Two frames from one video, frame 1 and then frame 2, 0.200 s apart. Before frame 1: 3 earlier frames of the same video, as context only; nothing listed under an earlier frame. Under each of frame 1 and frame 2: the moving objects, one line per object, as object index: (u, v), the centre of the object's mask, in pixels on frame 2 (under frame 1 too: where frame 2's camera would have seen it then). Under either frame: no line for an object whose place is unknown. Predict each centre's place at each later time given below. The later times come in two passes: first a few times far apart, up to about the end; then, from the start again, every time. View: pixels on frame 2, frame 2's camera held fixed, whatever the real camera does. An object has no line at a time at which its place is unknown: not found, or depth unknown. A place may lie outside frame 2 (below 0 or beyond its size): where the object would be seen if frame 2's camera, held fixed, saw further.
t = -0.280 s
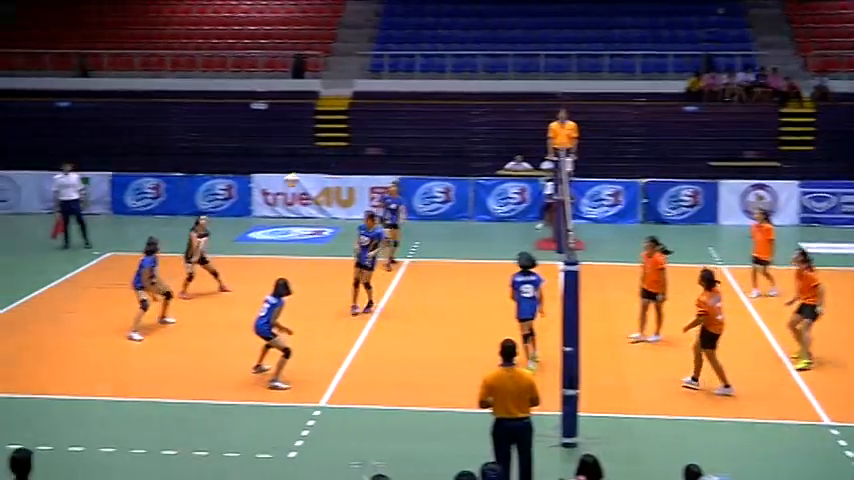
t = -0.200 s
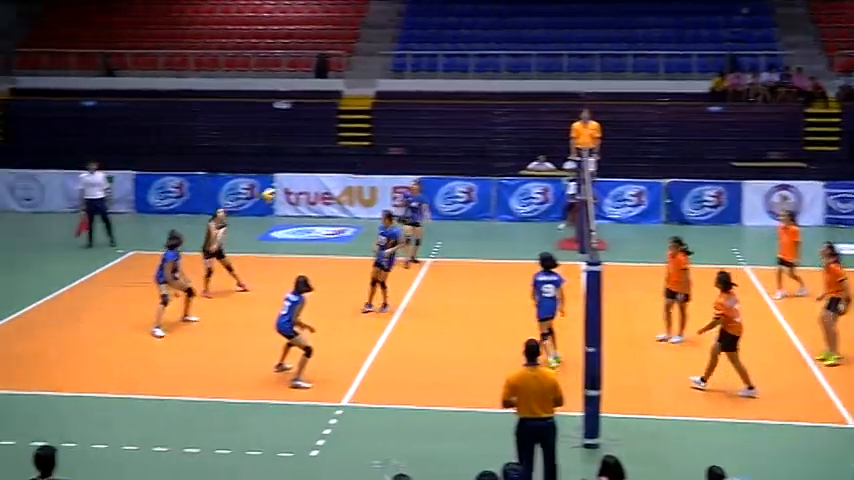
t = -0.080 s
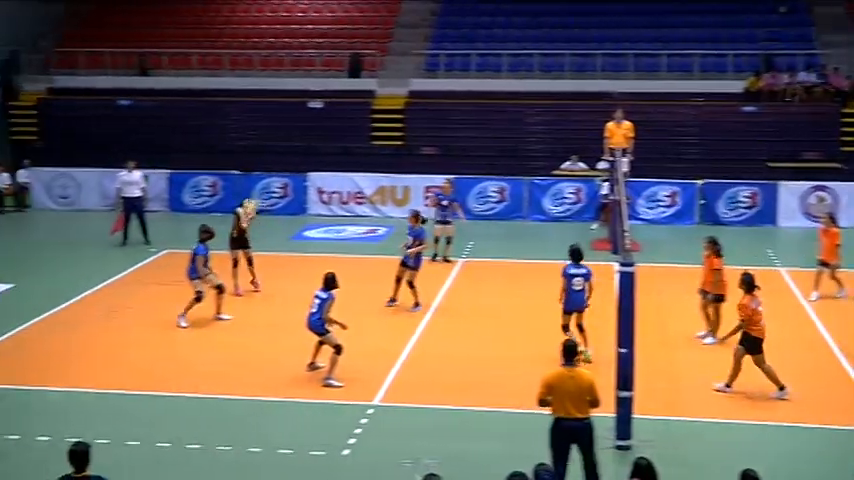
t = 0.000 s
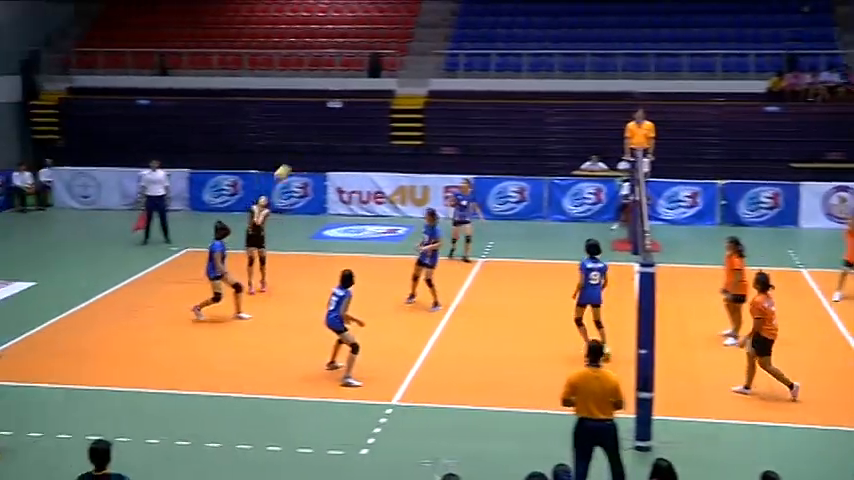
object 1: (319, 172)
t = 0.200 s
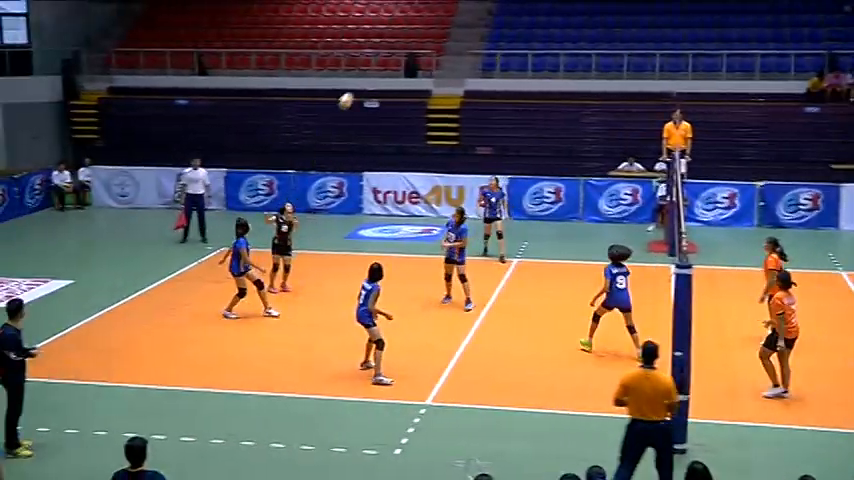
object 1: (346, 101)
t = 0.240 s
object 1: (351, 89)
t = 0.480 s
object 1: (383, 40)
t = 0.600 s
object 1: (401, 27)
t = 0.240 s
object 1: (351, 89)
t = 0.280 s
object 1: (357, 75)
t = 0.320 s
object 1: (362, 69)
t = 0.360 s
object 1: (369, 60)
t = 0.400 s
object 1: (374, 51)
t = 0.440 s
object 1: (378, 45)
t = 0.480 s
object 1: (383, 40)
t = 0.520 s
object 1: (390, 35)
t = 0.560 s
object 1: (395, 30)
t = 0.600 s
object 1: (401, 27)
